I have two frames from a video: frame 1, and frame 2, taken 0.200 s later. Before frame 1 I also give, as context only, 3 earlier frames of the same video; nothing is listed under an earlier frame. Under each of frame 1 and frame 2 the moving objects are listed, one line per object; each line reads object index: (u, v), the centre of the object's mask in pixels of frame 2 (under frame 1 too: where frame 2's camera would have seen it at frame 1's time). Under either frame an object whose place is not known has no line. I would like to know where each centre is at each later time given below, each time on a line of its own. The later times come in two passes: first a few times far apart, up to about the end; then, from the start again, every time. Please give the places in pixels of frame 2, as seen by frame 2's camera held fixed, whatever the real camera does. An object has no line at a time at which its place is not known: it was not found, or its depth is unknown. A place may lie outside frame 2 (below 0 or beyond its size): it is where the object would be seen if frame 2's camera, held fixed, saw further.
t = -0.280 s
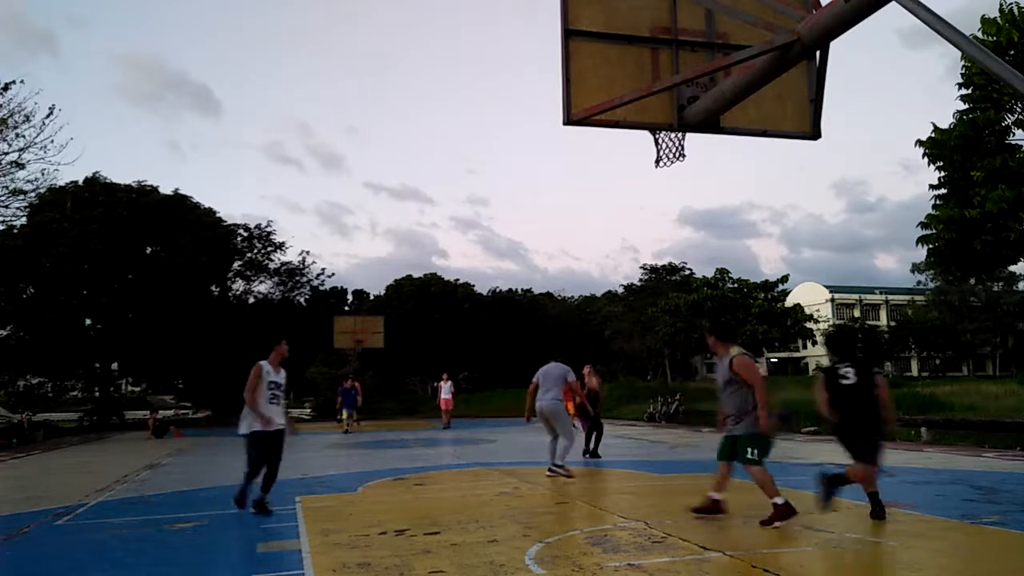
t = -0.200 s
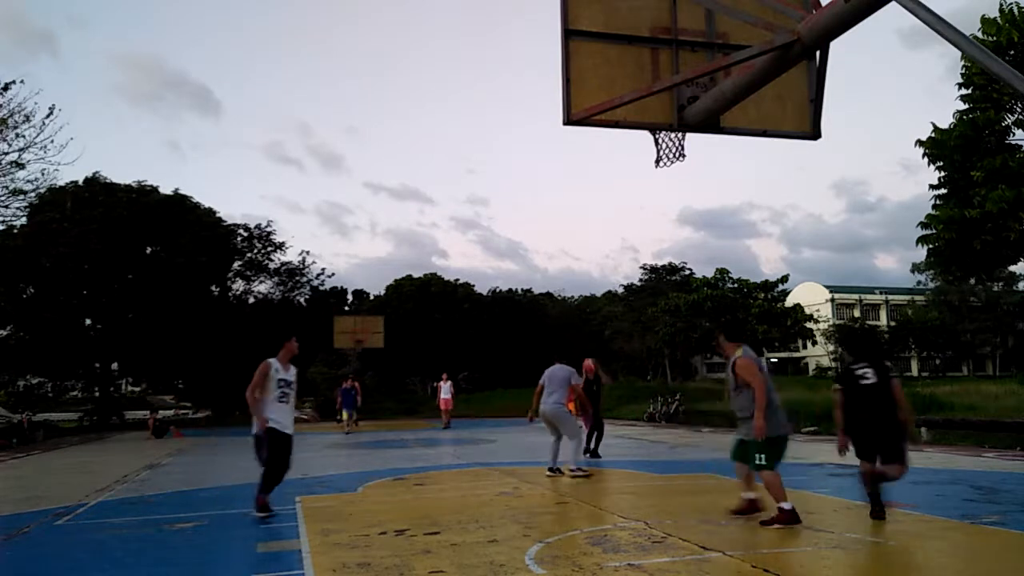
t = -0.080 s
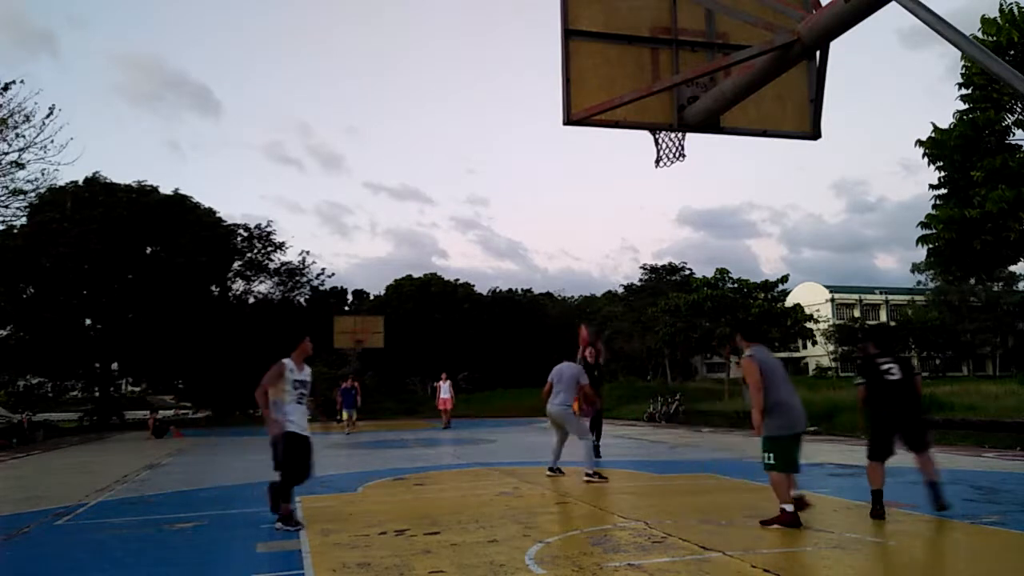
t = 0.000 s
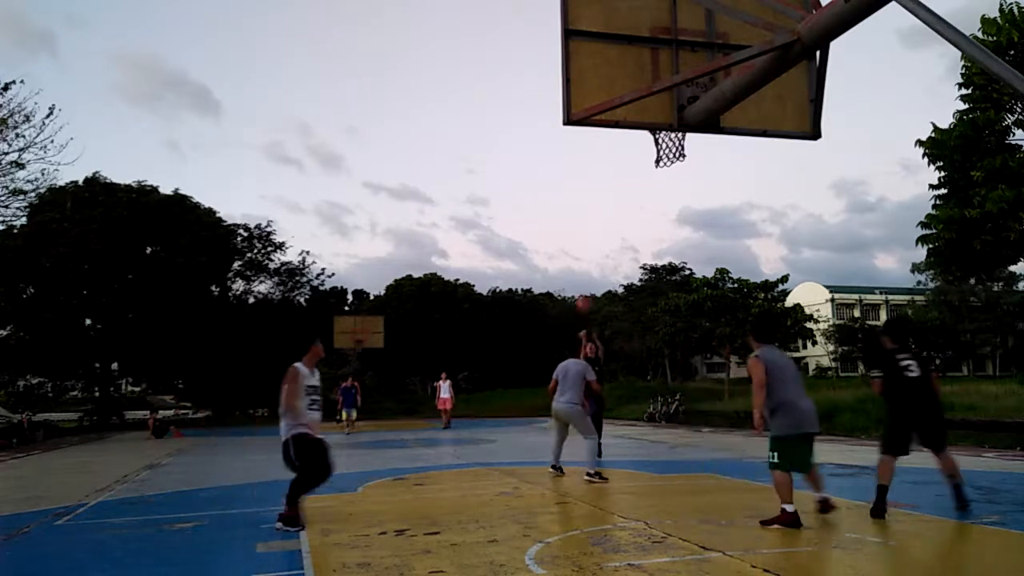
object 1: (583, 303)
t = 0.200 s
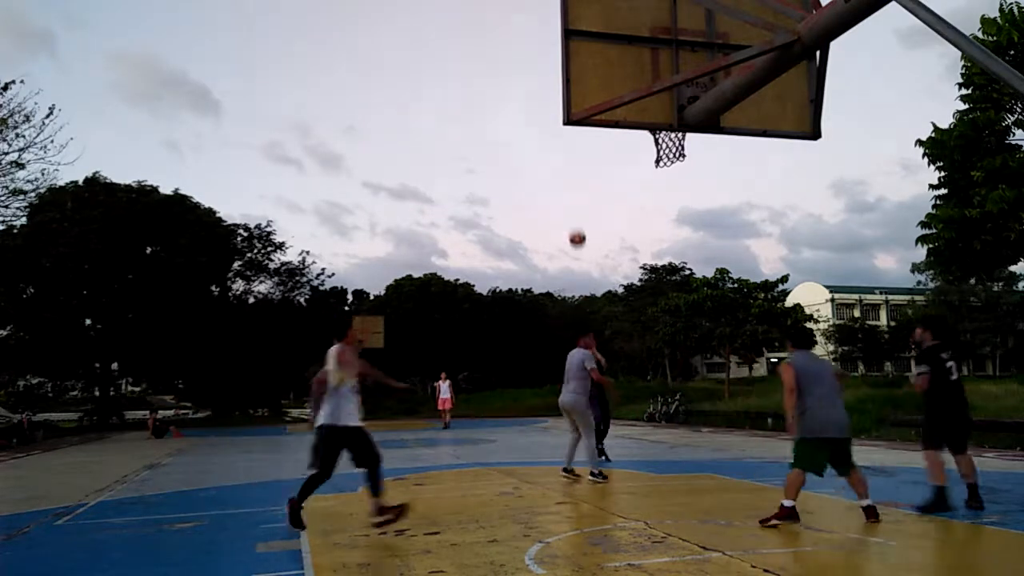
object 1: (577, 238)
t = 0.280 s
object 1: (574, 217)
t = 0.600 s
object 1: (563, 165)
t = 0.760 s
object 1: (556, 166)
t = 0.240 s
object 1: (576, 228)
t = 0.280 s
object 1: (574, 217)
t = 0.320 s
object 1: (573, 207)
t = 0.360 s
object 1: (571, 199)
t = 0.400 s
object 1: (570, 191)
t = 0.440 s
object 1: (568, 183)
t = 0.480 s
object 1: (567, 177)
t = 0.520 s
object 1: (566, 172)
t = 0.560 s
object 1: (565, 168)
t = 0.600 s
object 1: (563, 165)
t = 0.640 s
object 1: (561, 163)
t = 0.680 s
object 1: (560, 162)
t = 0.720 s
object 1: (558, 164)
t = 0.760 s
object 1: (556, 166)
